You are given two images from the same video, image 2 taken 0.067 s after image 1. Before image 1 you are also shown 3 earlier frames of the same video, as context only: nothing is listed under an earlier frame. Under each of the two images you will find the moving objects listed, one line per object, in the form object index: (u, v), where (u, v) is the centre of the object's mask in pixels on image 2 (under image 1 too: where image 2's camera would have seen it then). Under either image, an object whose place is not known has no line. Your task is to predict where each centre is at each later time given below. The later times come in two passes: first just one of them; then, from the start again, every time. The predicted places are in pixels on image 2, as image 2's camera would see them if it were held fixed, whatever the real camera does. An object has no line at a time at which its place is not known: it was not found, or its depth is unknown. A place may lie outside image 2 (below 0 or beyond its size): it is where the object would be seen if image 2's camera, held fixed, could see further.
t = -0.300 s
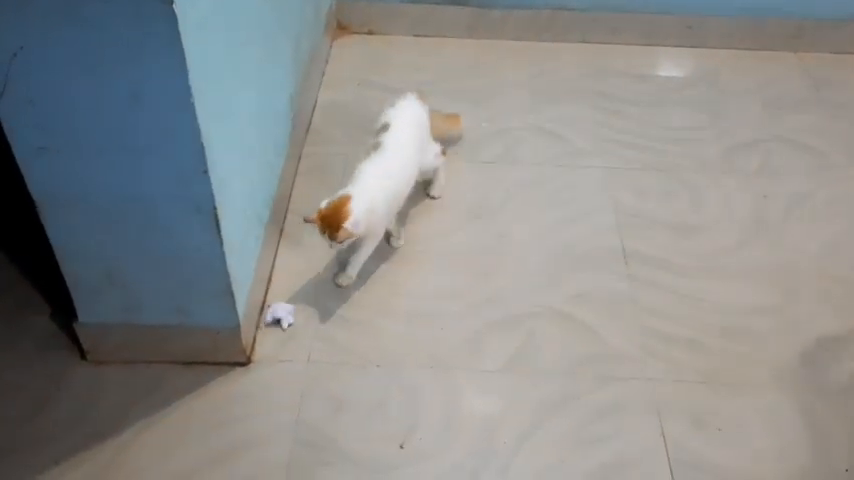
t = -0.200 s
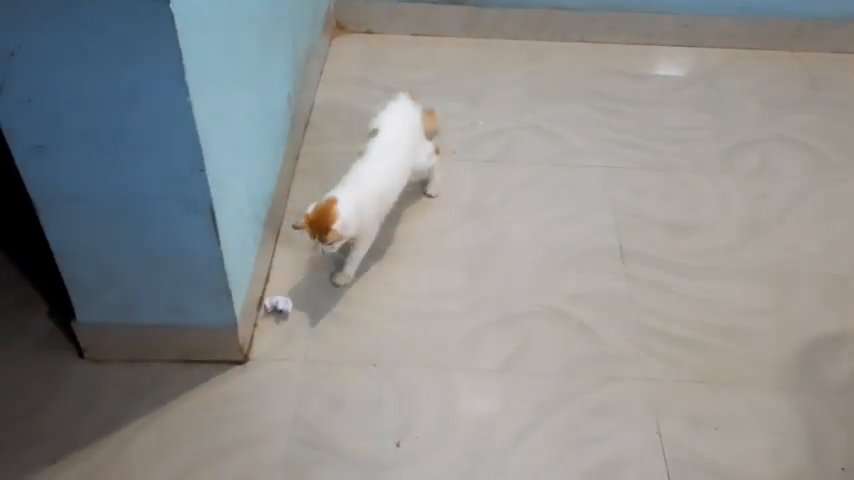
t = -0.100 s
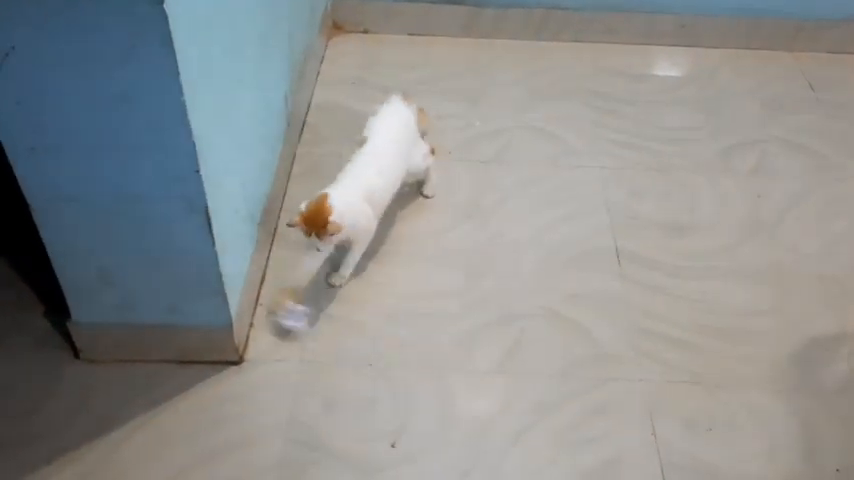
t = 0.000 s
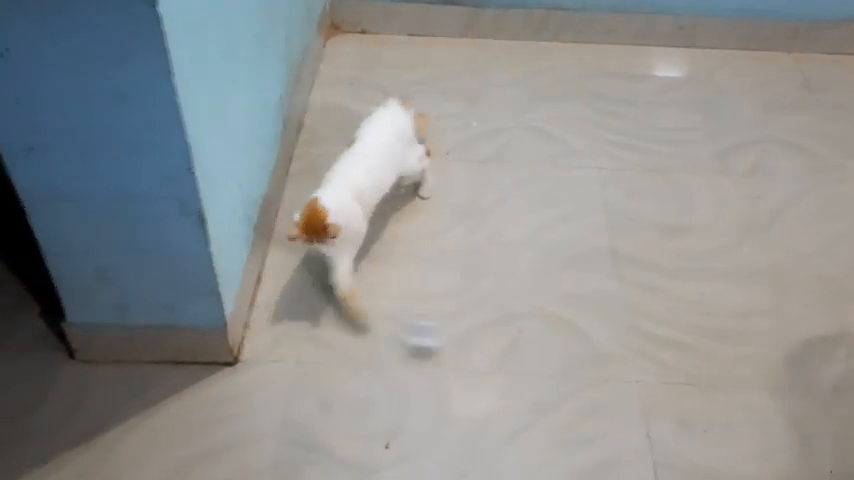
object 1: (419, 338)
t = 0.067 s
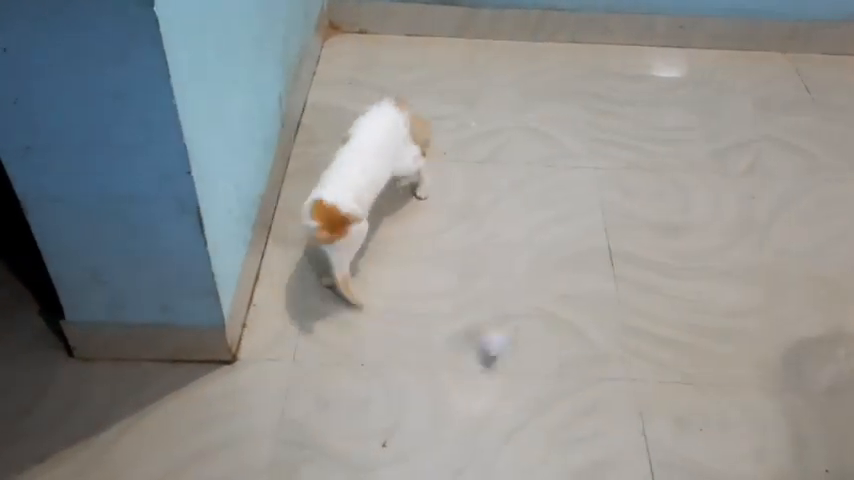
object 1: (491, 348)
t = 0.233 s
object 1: (592, 361)
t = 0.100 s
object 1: (513, 350)
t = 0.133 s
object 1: (531, 350)
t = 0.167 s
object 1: (550, 352)
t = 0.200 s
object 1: (571, 355)
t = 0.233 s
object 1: (592, 361)
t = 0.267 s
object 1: (608, 361)
